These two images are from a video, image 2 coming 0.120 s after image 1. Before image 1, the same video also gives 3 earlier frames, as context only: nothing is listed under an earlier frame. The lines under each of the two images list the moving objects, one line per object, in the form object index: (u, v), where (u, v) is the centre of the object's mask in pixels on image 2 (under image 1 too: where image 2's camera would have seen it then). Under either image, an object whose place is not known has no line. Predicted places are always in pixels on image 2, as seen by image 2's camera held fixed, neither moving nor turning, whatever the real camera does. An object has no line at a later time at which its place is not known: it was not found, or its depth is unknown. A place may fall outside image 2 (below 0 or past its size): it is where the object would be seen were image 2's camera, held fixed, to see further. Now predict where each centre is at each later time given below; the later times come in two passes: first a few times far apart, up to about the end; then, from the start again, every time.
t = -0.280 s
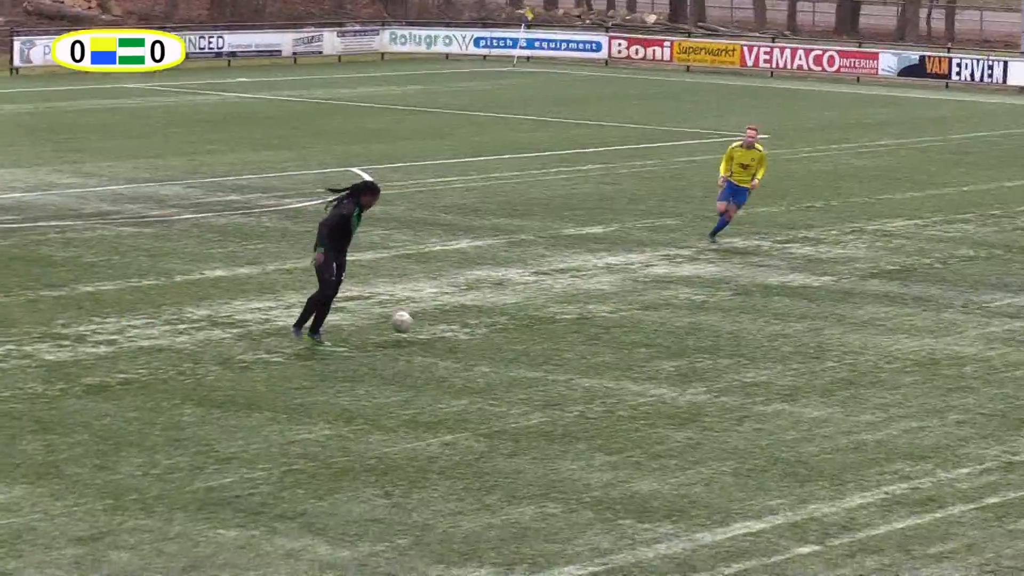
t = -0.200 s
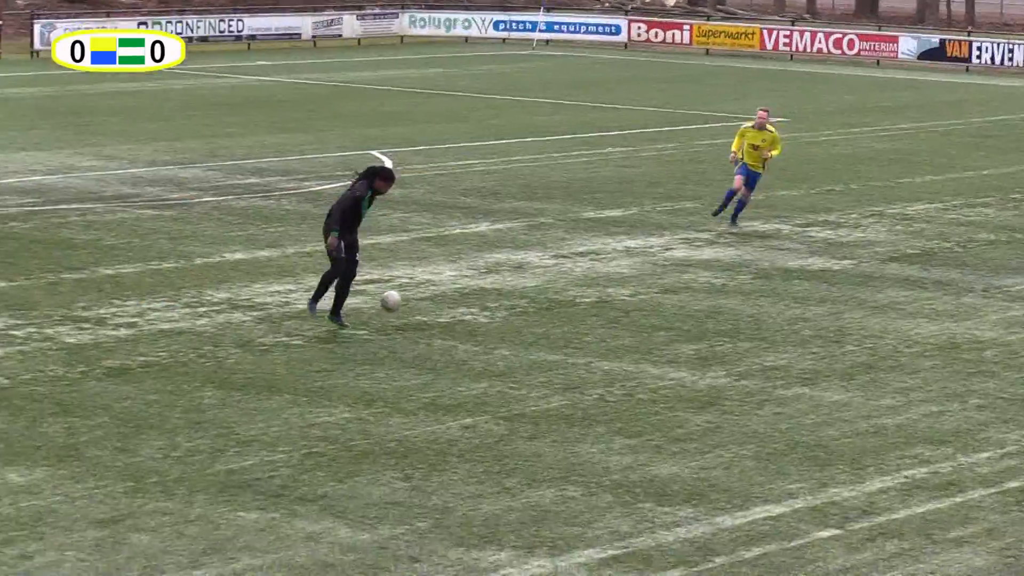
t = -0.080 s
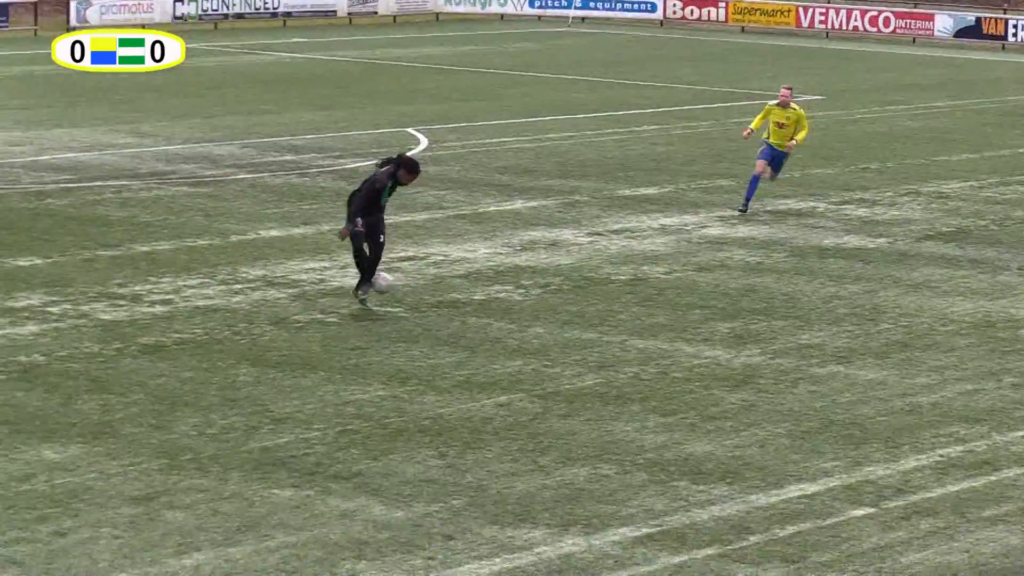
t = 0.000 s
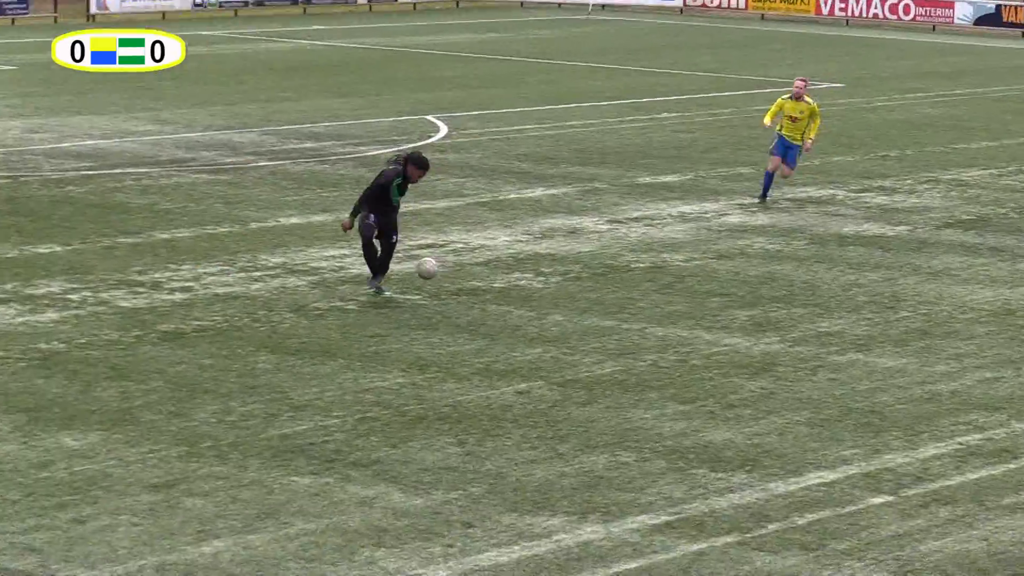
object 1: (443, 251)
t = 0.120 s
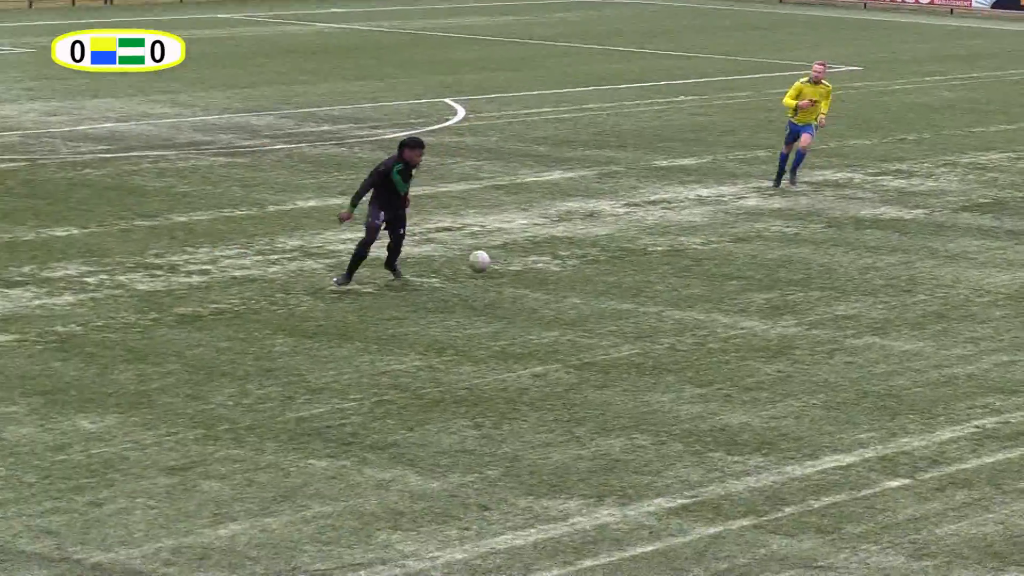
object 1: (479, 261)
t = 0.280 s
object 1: (521, 296)
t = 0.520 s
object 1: (531, 297)
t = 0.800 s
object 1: (542, 321)
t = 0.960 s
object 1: (549, 333)
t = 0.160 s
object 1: (491, 268)
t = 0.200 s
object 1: (502, 277)
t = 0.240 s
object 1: (513, 288)
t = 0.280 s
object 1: (521, 296)
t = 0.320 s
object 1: (523, 292)
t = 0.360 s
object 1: (525, 290)
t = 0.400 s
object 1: (527, 289)
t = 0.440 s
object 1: (529, 290)
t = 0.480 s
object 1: (530, 293)
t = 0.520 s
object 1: (531, 297)
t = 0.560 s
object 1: (533, 303)
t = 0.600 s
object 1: (533, 311)
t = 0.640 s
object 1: (534, 318)
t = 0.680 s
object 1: (537, 316)
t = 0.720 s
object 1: (539, 316)
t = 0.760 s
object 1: (540, 317)
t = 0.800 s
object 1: (542, 321)
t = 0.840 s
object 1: (545, 327)
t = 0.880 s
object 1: (545, 333)
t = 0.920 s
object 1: (547, 332)
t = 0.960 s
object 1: (549, 333)
